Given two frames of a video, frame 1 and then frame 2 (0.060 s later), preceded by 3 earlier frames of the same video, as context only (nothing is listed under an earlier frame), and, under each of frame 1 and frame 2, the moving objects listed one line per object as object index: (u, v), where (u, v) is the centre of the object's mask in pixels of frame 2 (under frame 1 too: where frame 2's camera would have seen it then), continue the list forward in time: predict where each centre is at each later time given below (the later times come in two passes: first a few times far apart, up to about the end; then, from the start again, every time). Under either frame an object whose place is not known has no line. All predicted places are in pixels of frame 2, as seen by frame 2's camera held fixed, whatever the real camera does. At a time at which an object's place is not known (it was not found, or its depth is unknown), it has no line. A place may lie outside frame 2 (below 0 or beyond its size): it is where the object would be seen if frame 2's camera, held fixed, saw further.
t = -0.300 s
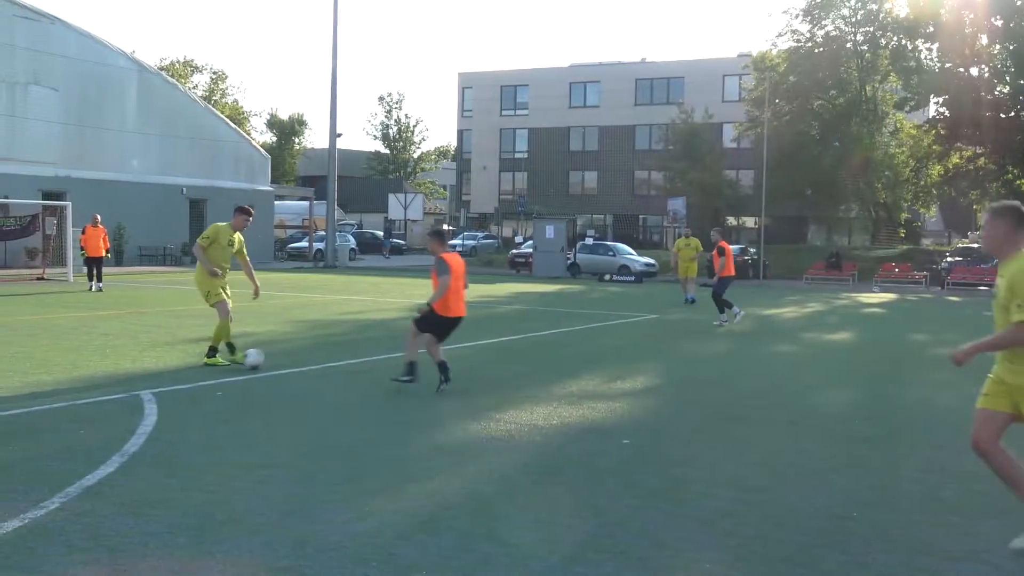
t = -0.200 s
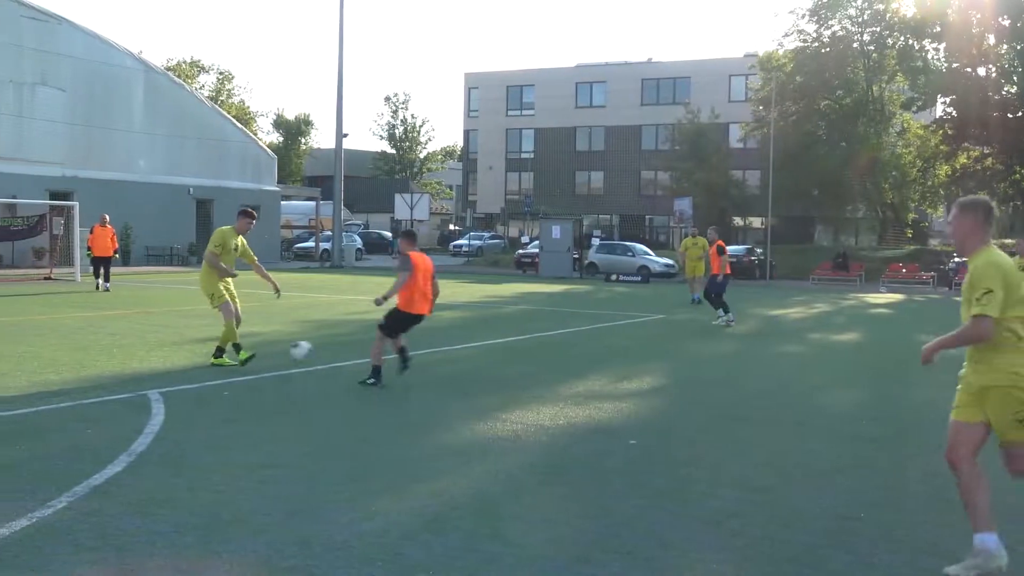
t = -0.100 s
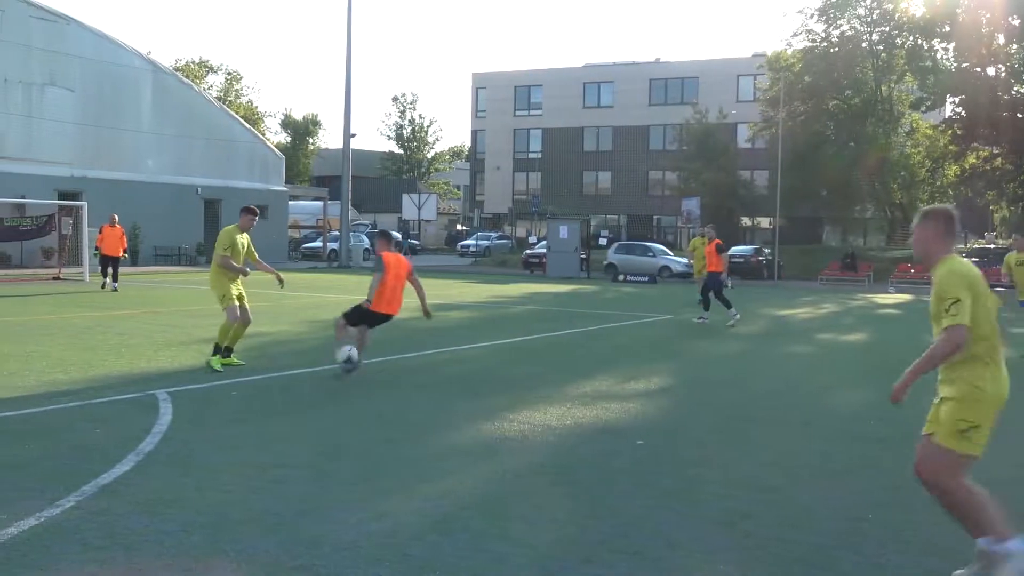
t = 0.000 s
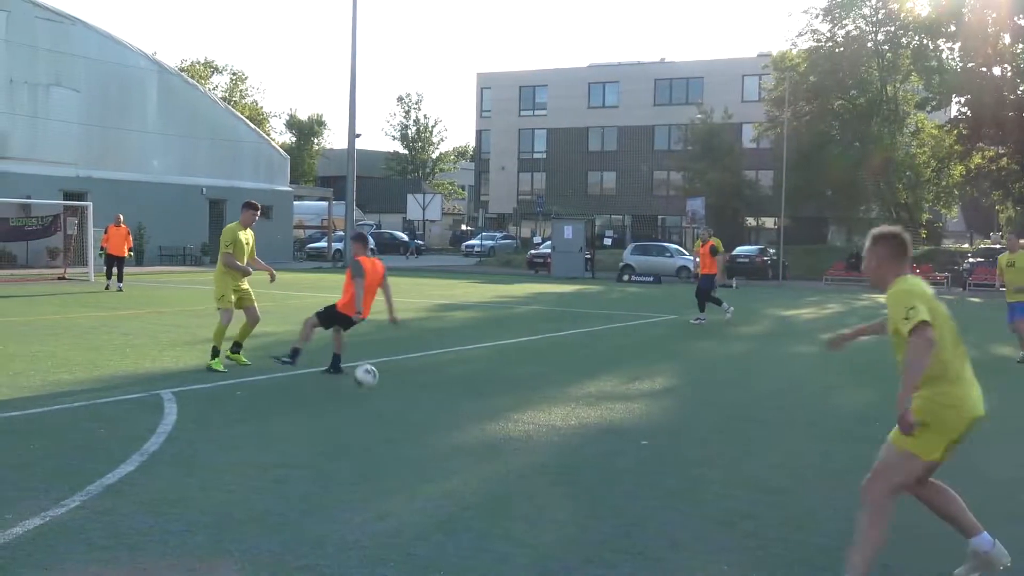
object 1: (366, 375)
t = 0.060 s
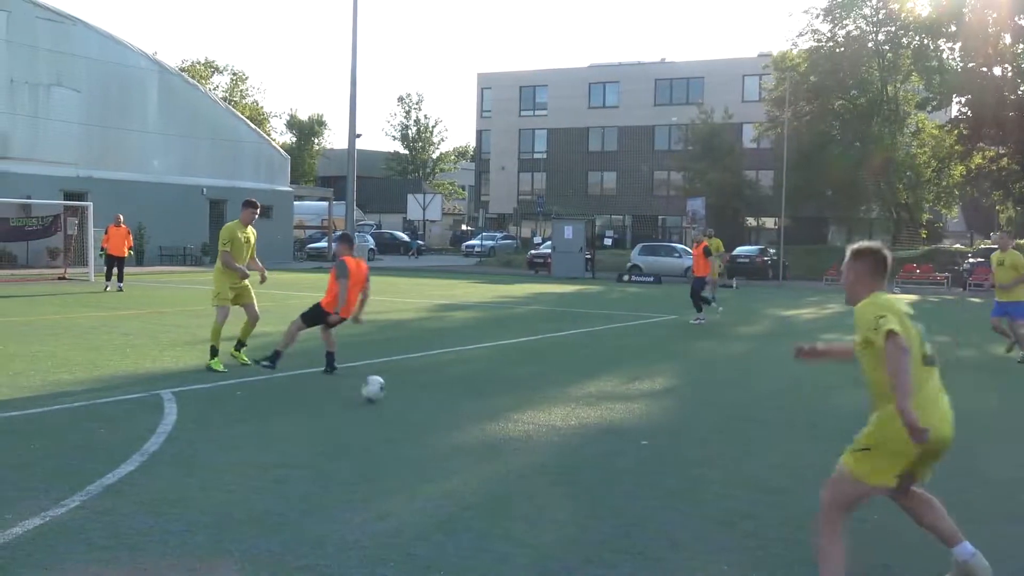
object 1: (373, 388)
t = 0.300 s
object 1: (384, 389)
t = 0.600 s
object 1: (385, 417)
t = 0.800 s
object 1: (378, 445)
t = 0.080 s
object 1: (374, 385)
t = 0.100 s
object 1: (375, 382)
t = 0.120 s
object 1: (376, 382)
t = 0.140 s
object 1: (376, 381)
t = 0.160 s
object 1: (378, 380)
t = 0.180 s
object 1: (378, 380)
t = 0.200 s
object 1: (379, 380)
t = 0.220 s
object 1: (380, 380)
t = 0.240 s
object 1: (381, 381)
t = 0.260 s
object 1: (382, 383)
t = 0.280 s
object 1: (382, 386)
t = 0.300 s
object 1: (384, 389)
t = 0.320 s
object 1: (385, 391)
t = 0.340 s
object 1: (386, 395)
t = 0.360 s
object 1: (387, 400)
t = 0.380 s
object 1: (387, 406)
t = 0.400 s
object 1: (388, 411)
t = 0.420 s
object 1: (389, 418)
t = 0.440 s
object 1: (390, 422)
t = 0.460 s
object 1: (389, 420)
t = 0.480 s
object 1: (389, 417)
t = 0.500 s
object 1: (388, 416)
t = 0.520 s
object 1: (387, 415)
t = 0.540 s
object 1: (387, 415)
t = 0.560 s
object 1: (386, 414)
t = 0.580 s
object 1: (386, 415)
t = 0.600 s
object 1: (385, 417)
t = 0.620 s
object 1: (384, 417)
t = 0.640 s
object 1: (383, 420)
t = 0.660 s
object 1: (382, 423)
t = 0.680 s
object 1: (381, 427)
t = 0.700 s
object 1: (380, 431)
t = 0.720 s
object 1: (380, 436)
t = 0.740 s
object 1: (379, 442)
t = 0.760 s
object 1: (378, 447)
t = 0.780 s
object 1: (378, 446)
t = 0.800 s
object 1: (378, 445)
